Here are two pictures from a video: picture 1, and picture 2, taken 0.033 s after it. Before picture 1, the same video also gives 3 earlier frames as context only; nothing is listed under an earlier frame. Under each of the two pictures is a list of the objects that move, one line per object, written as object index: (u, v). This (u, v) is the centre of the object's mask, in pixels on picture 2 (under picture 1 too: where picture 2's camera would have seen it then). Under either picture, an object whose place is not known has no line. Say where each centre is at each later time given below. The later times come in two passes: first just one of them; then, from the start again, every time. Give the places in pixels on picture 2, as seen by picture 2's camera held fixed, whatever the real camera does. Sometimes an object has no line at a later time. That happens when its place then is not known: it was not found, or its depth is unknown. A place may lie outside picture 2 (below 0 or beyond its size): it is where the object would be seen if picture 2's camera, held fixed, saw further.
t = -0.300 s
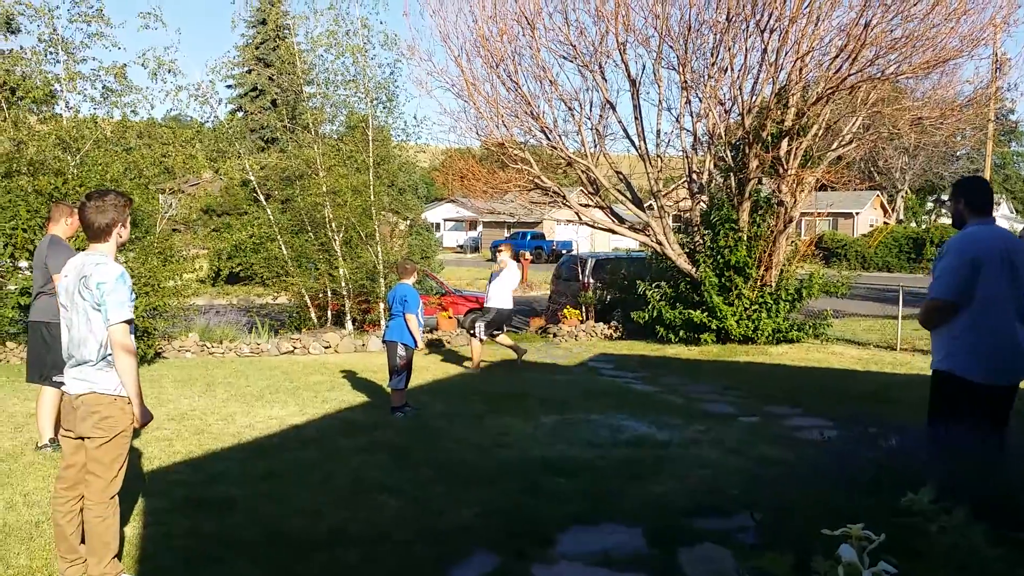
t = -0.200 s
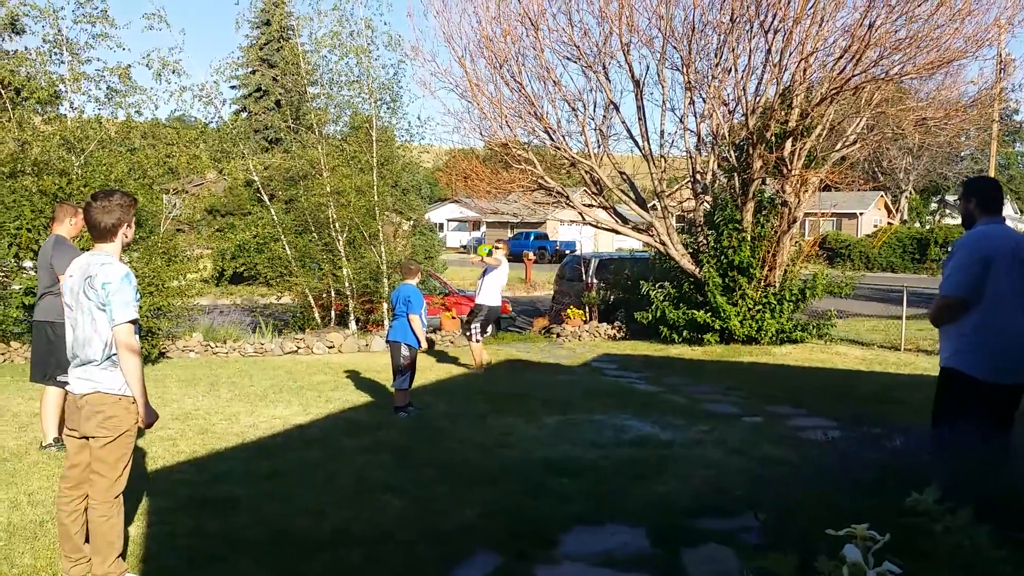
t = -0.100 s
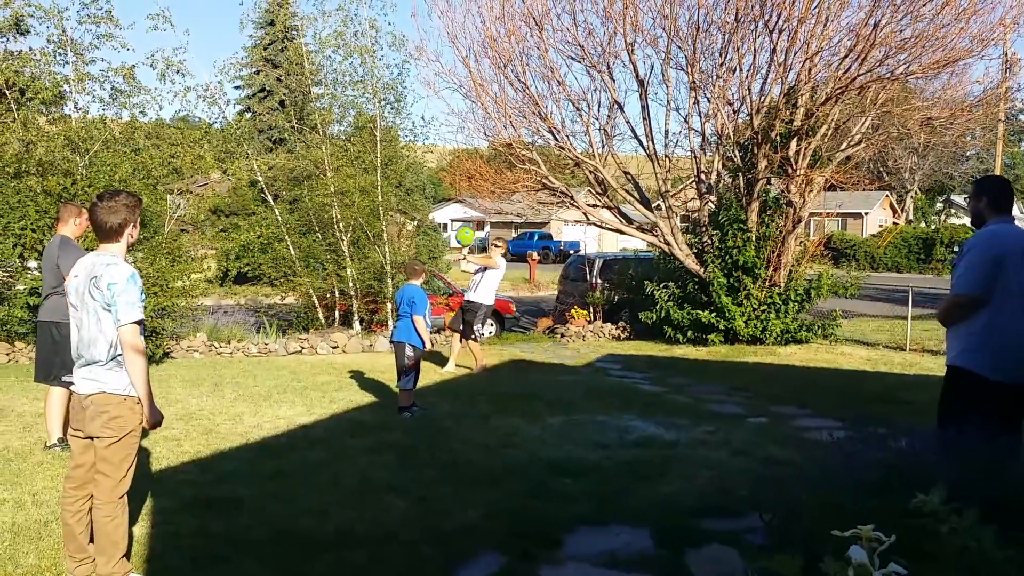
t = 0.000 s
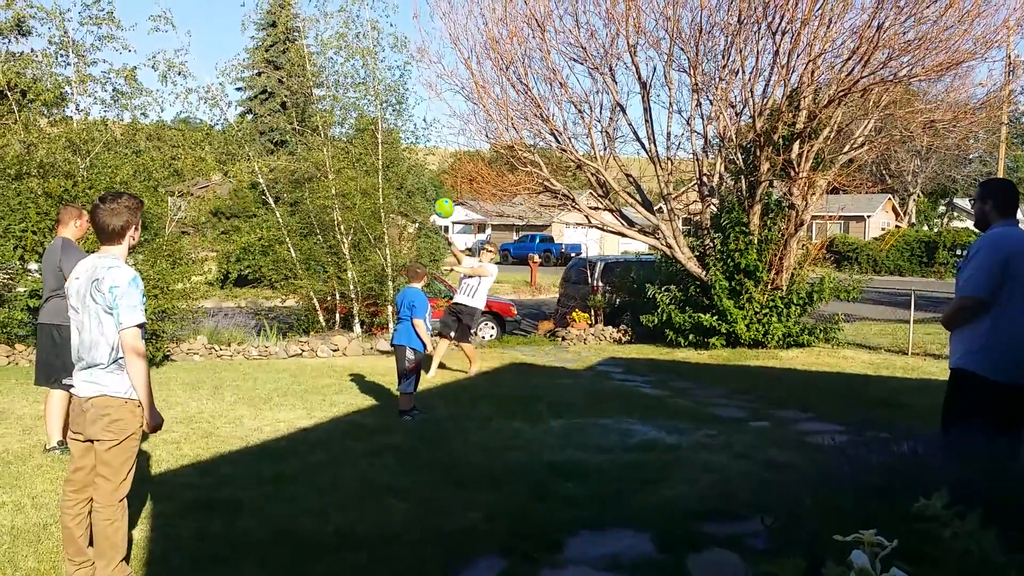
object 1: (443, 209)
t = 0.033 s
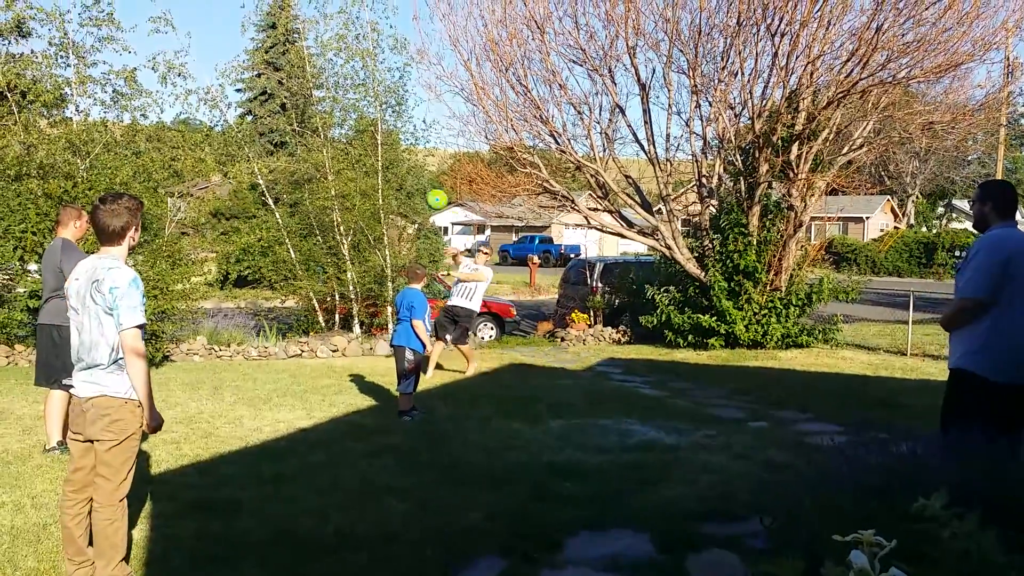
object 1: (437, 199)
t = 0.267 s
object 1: (381, 151)
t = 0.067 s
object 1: (430, 190)
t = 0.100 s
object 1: (423, 182)
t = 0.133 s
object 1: (415, 174)
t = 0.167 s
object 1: (408, 167)
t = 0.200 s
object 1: (399, 160)
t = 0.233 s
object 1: (390, 155)
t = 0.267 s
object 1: (381, 151)
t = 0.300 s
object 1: (371, 147)
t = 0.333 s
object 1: (360, 145)
